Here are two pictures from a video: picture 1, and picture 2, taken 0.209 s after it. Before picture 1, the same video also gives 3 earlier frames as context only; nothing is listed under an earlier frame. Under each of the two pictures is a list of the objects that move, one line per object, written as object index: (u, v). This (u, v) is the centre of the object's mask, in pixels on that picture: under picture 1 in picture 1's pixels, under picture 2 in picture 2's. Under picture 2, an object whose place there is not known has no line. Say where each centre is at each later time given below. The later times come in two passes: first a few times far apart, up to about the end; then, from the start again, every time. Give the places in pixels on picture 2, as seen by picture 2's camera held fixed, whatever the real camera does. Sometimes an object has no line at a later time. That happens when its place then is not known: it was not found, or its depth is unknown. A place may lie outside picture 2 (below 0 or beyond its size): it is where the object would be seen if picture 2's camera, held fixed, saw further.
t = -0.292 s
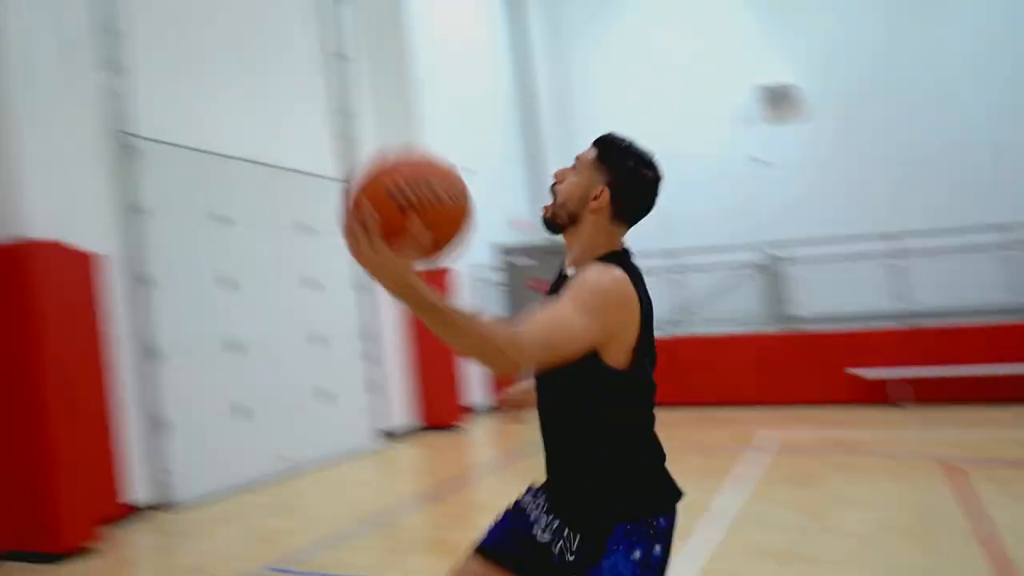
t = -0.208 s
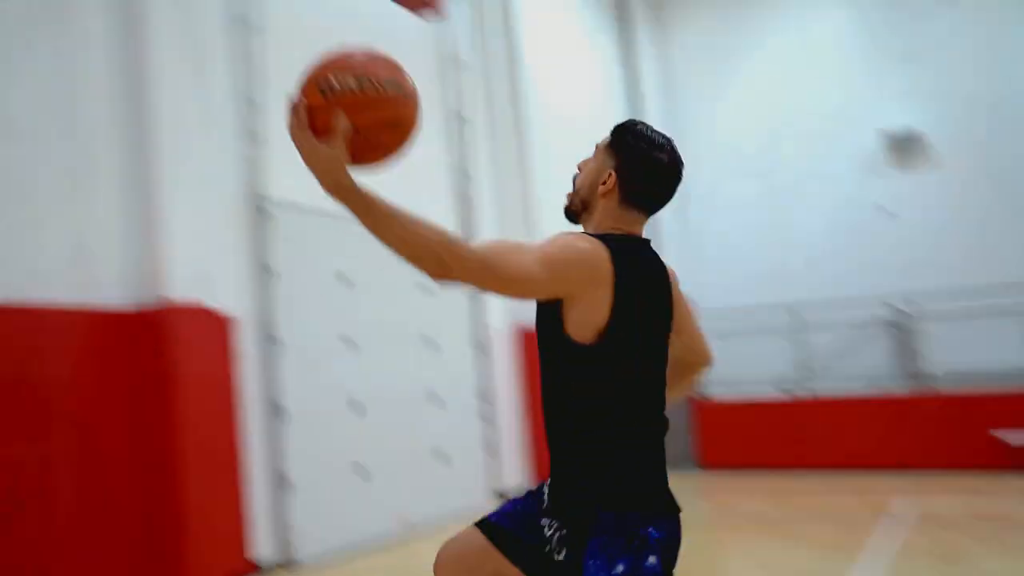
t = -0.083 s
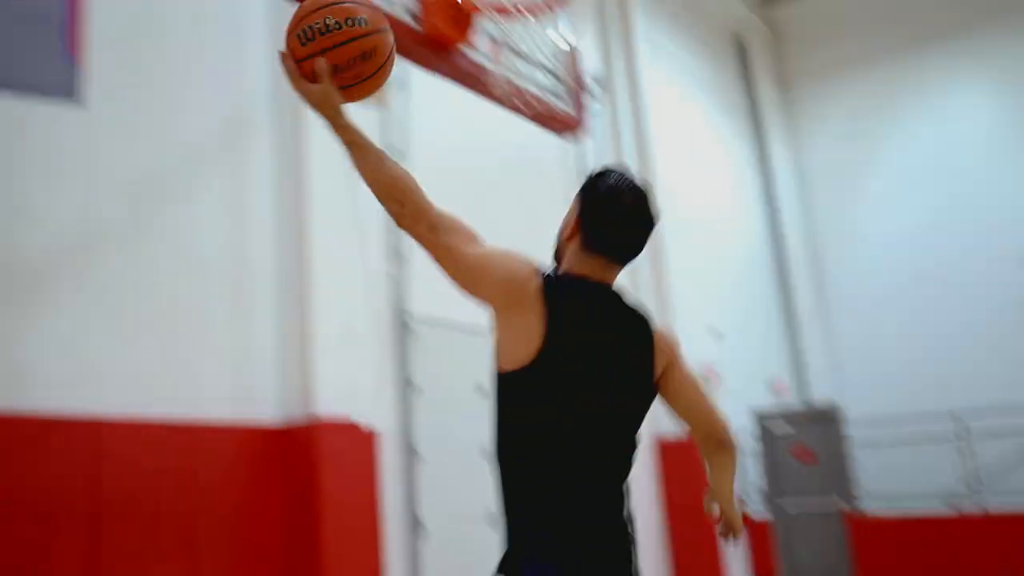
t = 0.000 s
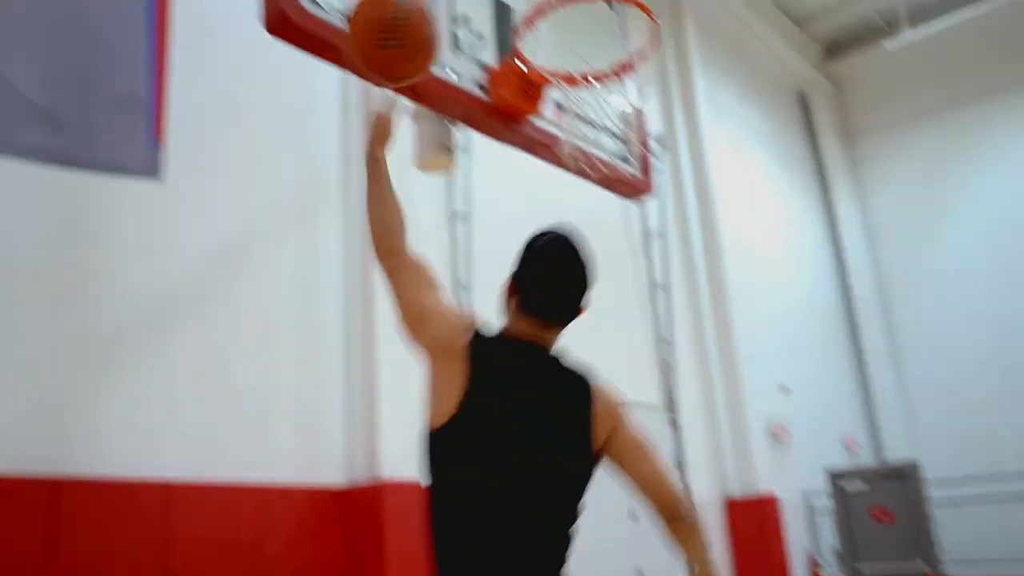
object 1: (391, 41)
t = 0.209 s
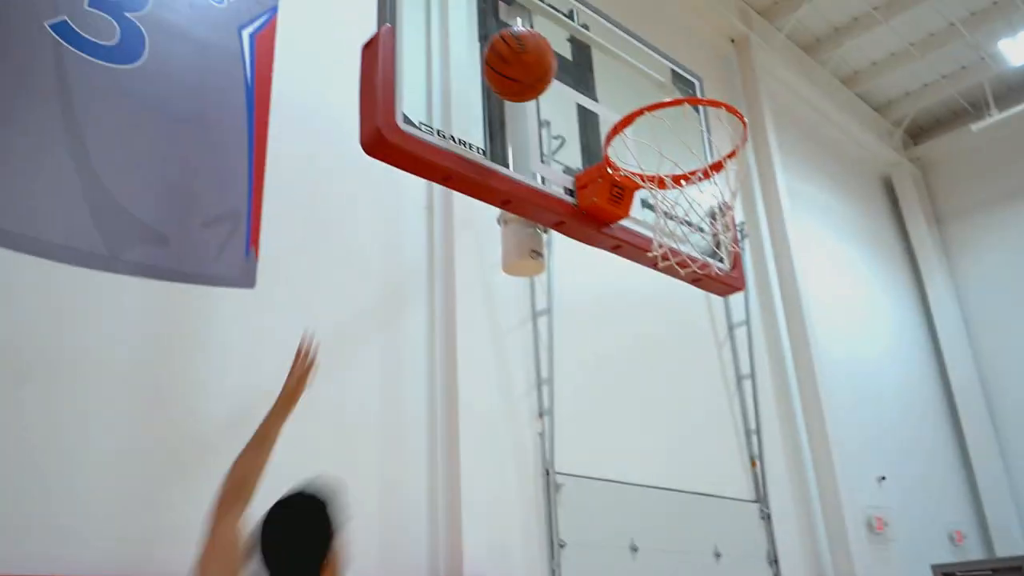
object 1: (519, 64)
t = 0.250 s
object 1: (524, 63)
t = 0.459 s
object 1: (598, 59)
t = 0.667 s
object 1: (694, 141)
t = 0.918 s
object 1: (768, 317)
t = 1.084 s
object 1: (825, 556)
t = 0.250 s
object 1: (524, 63)
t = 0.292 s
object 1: (531, 66)
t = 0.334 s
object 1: (548, 59)
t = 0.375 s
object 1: (563, 55)
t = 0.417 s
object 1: (581, 55)
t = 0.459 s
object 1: (598, 59)
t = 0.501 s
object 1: (616, 67)
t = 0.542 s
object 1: (634, 78)
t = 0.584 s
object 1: (653, 93)
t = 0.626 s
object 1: (673, 116)
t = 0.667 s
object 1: (694, 141)
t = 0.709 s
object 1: (716, 169)
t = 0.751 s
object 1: (735, 199)
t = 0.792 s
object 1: (742, 221)
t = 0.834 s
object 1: (749, 246)
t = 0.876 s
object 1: (758, 277)
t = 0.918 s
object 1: (768, 317)
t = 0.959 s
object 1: (780, 362)
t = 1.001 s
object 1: (792, 415)
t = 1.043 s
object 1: (807, 478)
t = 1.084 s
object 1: (825, 556)
